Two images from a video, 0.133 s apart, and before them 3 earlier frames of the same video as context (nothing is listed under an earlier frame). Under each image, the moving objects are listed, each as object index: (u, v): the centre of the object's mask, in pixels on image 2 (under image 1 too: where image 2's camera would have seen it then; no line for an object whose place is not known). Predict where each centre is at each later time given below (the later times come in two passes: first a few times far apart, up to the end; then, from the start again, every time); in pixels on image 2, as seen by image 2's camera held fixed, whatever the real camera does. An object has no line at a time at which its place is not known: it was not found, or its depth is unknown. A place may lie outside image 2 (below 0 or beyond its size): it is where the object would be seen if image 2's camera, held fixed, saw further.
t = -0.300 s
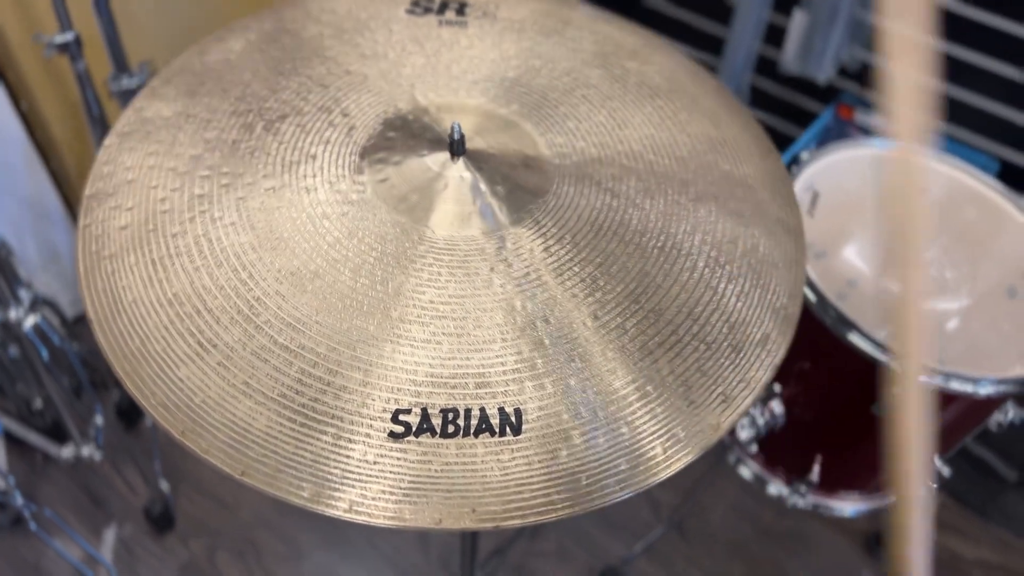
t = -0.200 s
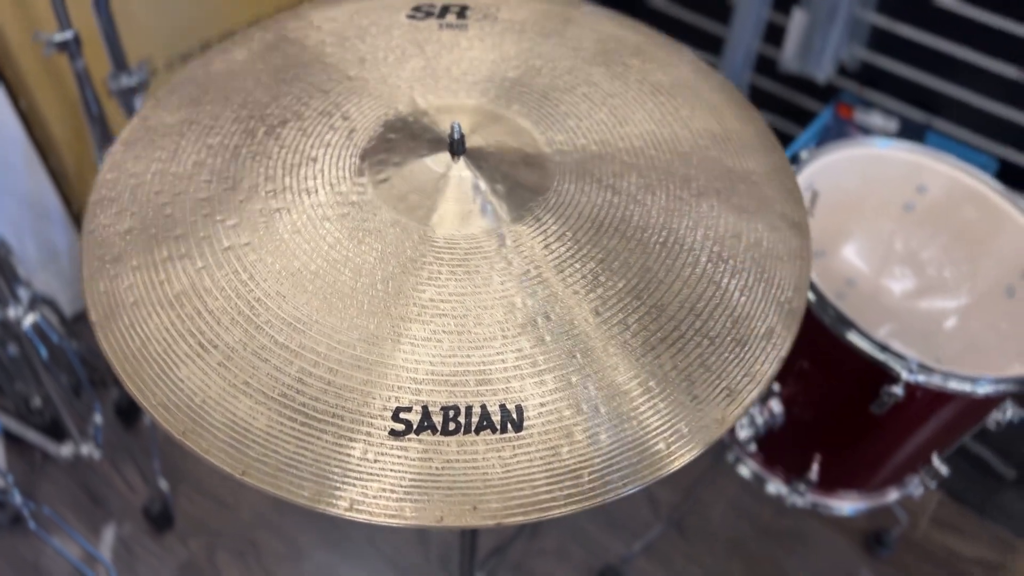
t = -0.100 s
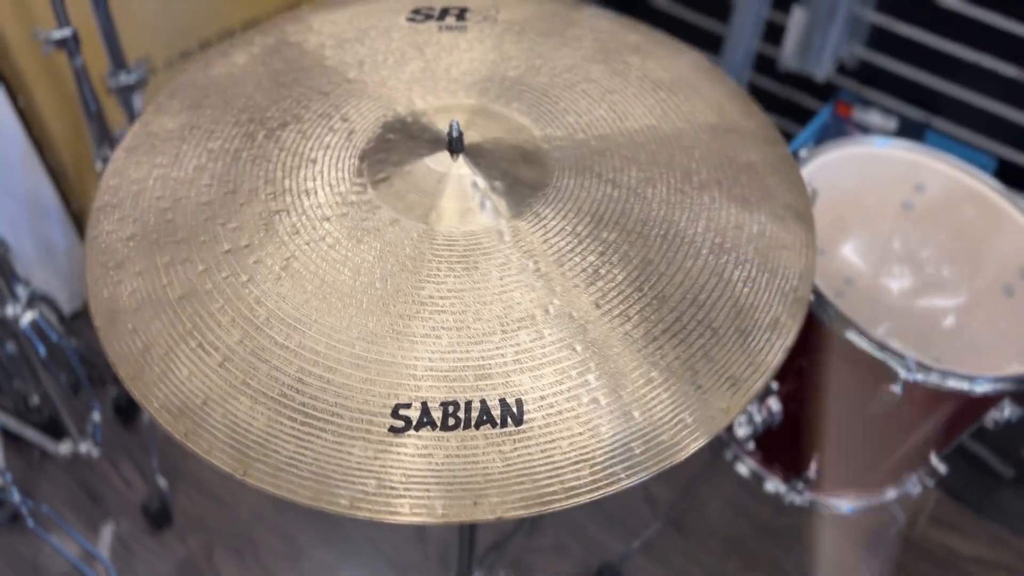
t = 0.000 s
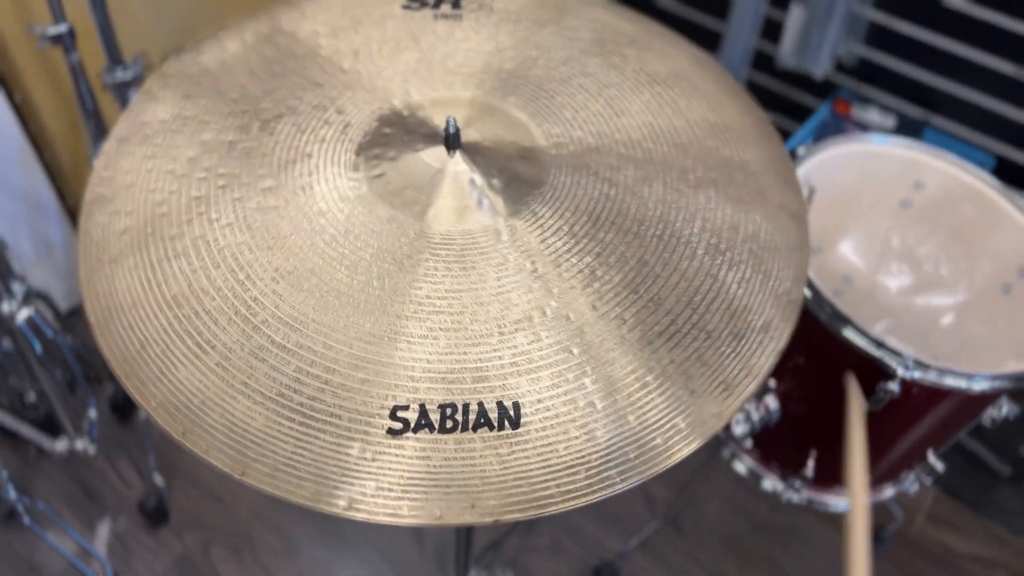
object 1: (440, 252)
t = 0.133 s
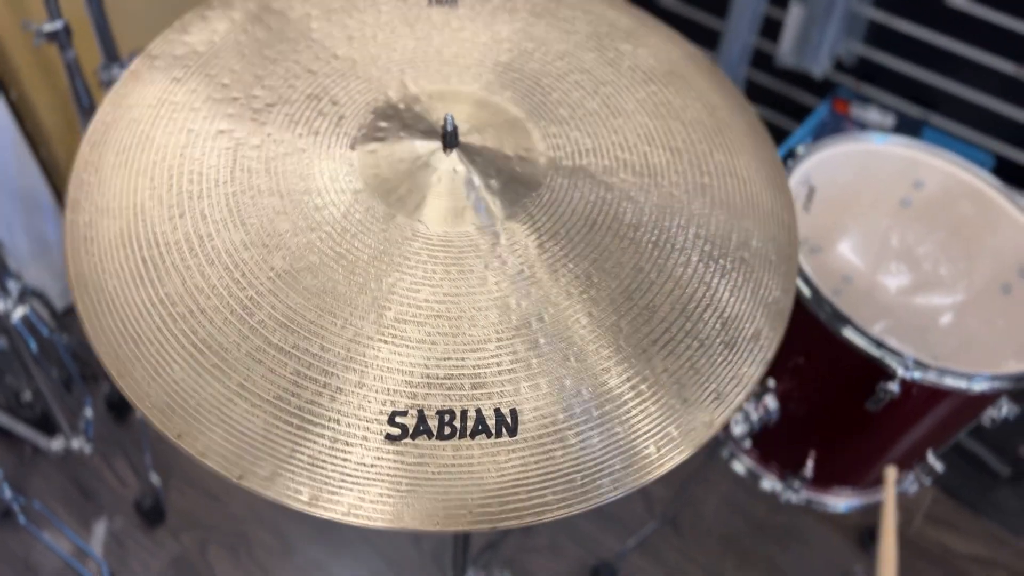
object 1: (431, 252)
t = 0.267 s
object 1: (430, 253)
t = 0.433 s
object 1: (441, 255)
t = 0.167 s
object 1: (430, 253)
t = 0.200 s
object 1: (430, 253)
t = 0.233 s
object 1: (430, 253)
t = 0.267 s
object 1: (430, 253)
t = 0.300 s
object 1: (432, 254)
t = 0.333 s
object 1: (434, 254)
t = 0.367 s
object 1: (436, 254)
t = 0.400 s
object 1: (438, 255)
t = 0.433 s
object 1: (441, 255)
